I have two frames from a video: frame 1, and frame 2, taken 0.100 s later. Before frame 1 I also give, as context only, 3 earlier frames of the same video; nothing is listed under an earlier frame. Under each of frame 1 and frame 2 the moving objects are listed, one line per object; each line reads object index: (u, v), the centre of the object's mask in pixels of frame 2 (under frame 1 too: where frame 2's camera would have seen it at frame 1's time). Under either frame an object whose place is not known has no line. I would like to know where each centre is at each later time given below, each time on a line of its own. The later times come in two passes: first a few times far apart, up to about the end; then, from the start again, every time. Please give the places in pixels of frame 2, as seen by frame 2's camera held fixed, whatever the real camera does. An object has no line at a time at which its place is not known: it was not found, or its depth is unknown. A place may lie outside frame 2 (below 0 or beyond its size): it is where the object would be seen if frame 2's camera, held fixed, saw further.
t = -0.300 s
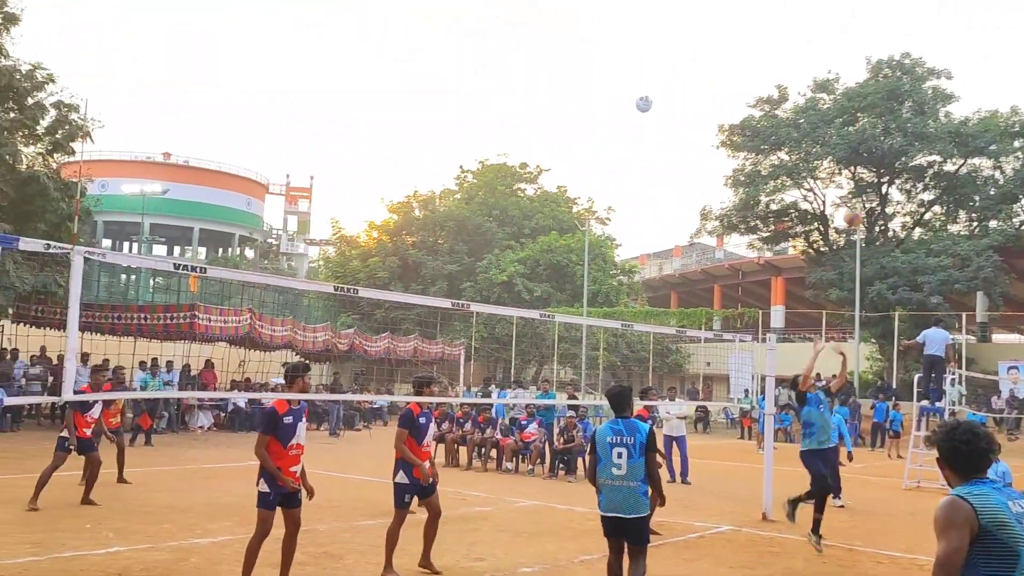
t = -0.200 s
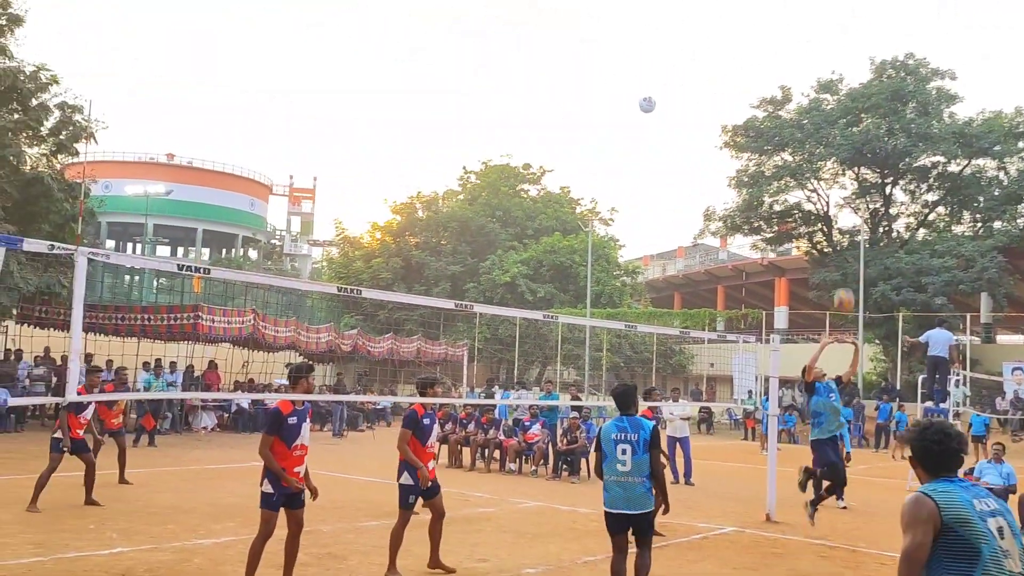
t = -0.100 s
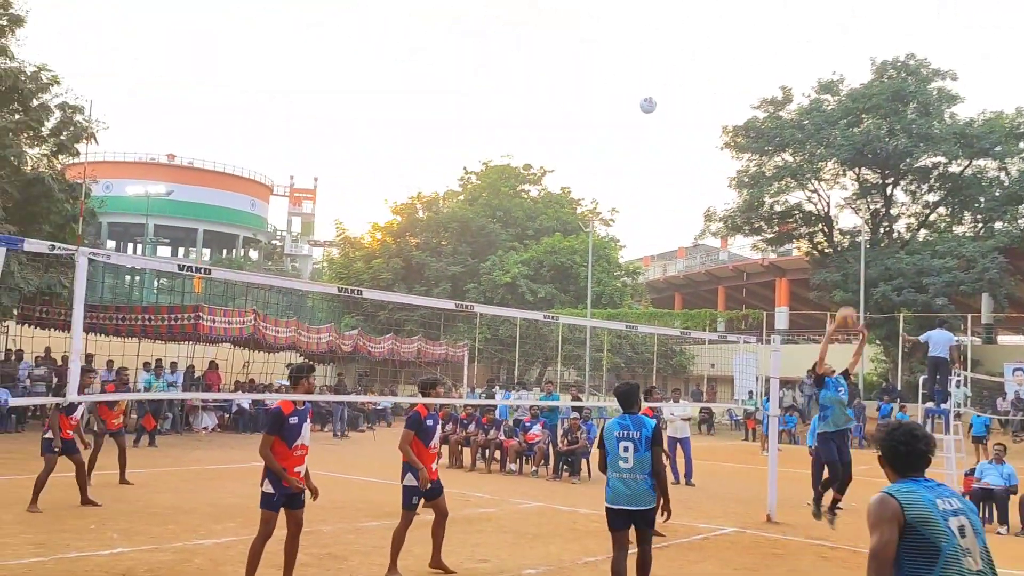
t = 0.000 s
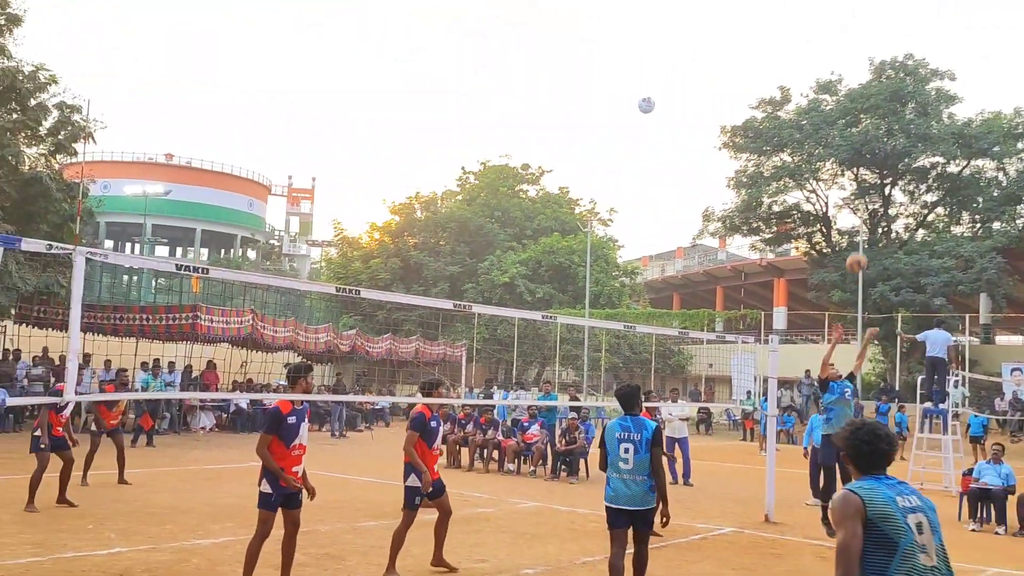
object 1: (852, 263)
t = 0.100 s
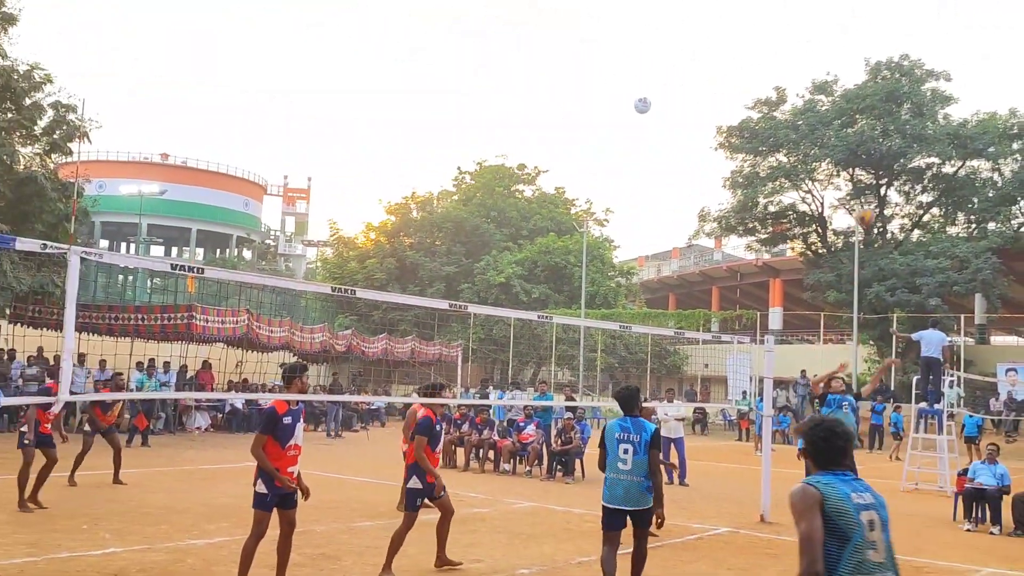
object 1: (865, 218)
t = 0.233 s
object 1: (881, 170)
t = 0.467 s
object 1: (907, 125)
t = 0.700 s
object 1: (934, 127)
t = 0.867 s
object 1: (952, 159)
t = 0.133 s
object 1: (869, 205)
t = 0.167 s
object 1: (873, 192)
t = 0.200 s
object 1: (877, 180)
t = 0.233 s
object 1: (881, 170)
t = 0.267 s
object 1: (885, 161)
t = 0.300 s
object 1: (889, 153)
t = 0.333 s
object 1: (893, 145)
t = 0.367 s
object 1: (896, 139)
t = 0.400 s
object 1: (900, 133)
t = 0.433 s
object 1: (904, 128)
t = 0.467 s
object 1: (907, 125)
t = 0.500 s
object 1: (911, 123)
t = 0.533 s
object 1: (915, 121)
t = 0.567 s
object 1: (919, 121)
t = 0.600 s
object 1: (923, 121)
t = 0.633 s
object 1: (927, 122)
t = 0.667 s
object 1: (930, 124)
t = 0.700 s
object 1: (934, 127)
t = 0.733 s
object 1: (937, 132)
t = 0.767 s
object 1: (941, 137)
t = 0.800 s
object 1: (945, 143)
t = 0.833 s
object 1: (949, 151)
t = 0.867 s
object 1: (952, 159)
